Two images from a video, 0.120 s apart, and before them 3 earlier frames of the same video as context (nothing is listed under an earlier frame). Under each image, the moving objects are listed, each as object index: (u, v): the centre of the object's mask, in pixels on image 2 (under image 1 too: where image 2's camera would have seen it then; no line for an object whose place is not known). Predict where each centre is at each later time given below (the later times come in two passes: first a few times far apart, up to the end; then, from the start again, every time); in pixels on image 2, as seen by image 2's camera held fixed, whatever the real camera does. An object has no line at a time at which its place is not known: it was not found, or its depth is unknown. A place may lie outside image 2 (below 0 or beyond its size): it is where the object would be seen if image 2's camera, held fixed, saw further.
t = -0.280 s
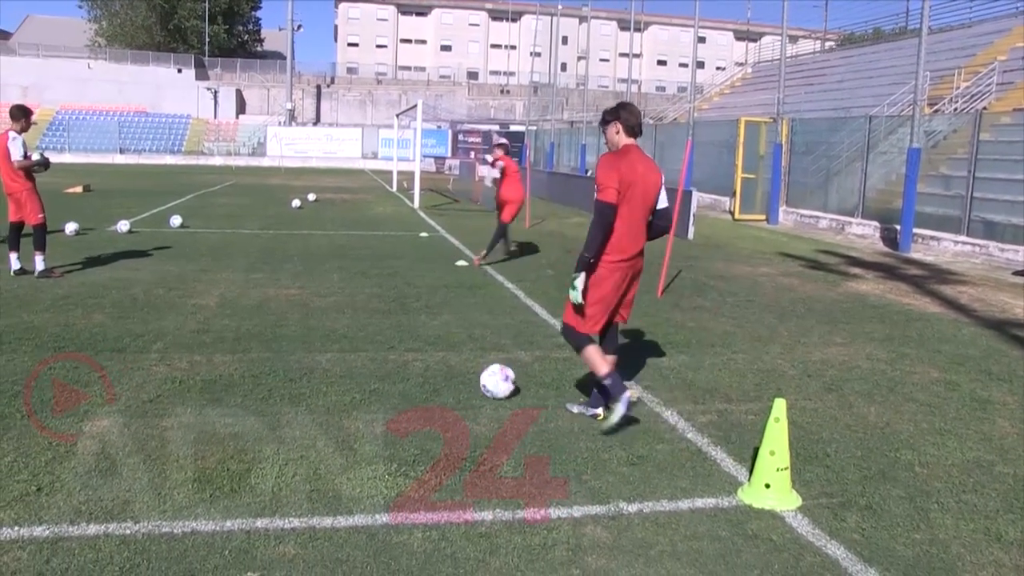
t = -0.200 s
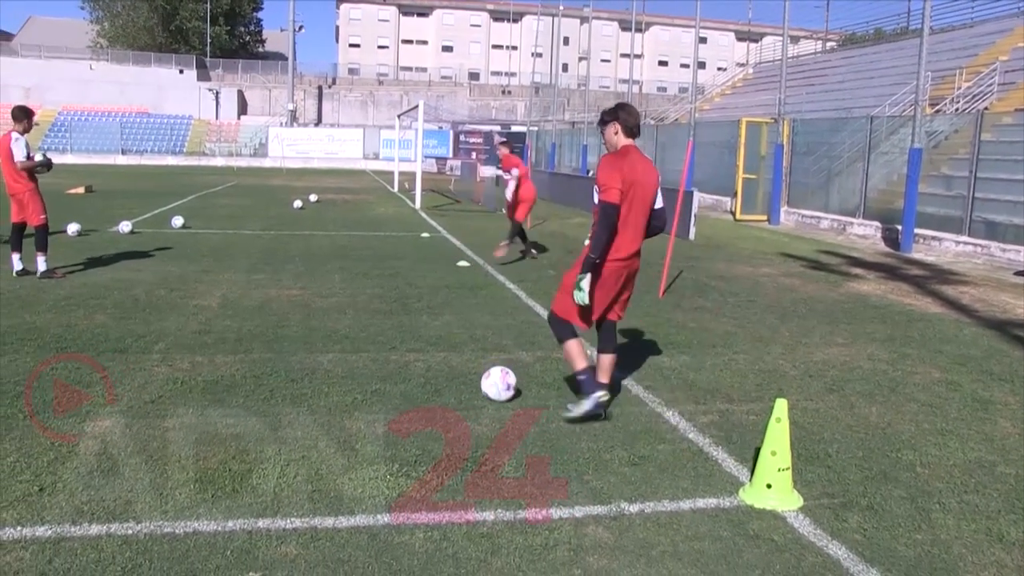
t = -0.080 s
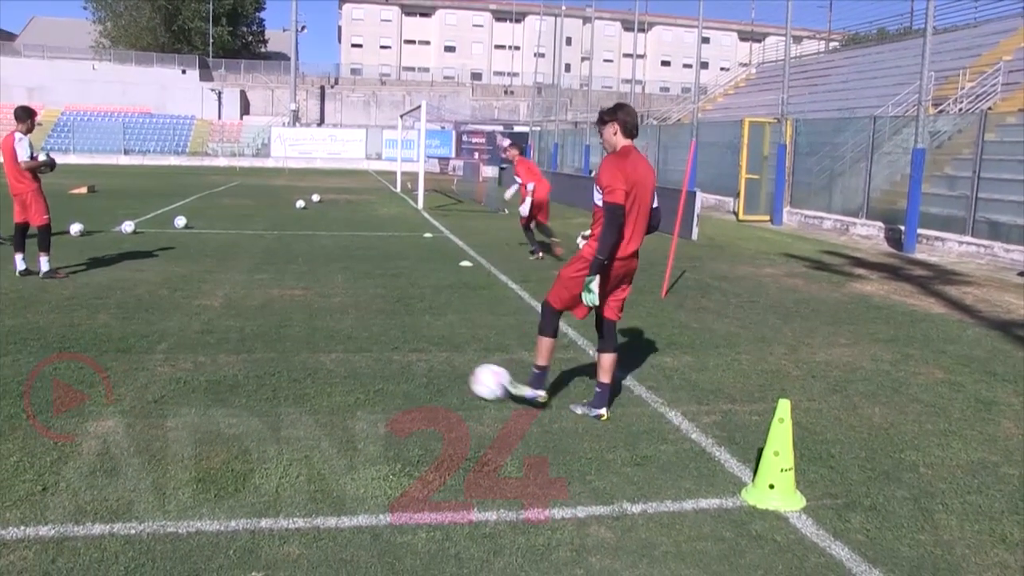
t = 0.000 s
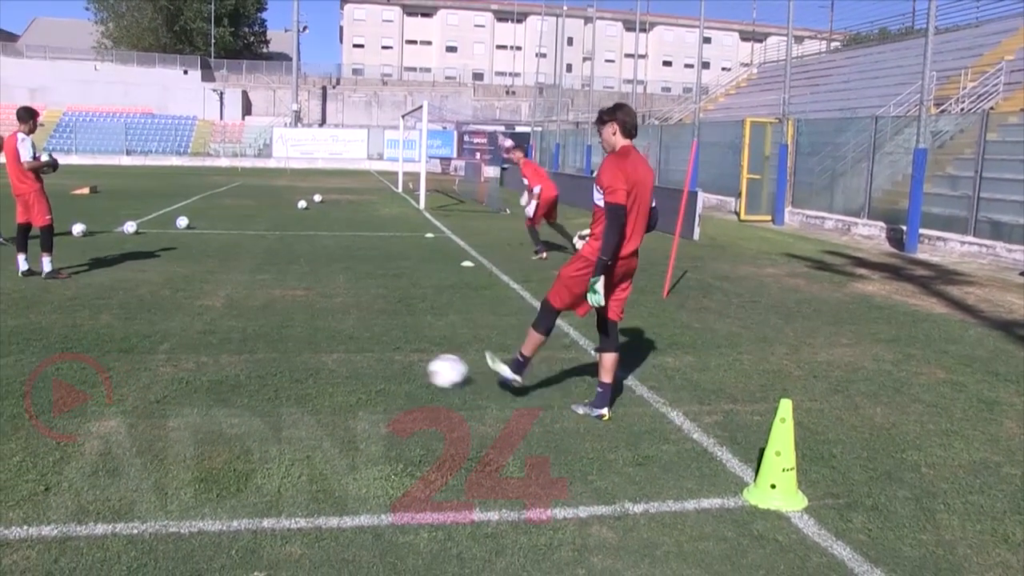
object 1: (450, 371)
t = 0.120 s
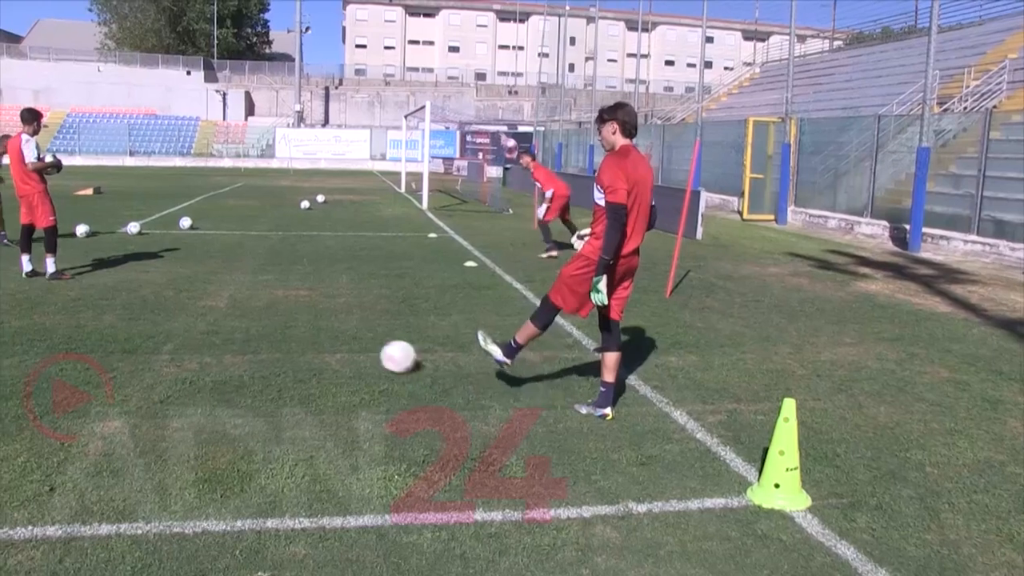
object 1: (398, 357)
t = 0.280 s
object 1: (346, 345)
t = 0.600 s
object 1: (262, 325)
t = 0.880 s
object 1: (207, 311)
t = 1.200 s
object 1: (156, 297)
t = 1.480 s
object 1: (121, 288)
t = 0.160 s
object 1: (383, 355)
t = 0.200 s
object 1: (370, 351)
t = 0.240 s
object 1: (358, 347)
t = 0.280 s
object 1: (346, 345)
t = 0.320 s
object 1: (334, 343)
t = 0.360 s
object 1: (323, 339)
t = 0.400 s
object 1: (312, 336)
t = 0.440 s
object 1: (302, 334)
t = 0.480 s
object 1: (292, 332)
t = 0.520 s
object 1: (282, 329)
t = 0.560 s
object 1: (272, 327)
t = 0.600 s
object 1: (262, 325)
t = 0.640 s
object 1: (254, 322)
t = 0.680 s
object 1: (246, 320)
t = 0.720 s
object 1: (238, 319)
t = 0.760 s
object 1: (229, 316)
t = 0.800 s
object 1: (221, 315)
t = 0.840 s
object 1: (214, 313)
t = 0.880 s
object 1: (207, 311)
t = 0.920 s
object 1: (200, 309)
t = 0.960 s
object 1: (193, 308)
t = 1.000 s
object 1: (187, 305)
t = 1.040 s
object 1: (179, 303)
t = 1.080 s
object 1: (173, 302)
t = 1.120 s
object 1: (167, 300)
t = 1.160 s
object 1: (161, 299)
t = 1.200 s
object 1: (156, 297)
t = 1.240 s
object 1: (151, 296)
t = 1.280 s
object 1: (145, 294)
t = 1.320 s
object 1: (140, 293)
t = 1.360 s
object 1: (135, 292)
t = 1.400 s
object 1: (130, 290)
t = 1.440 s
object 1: (125, 290)
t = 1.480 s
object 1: (121, 288)
